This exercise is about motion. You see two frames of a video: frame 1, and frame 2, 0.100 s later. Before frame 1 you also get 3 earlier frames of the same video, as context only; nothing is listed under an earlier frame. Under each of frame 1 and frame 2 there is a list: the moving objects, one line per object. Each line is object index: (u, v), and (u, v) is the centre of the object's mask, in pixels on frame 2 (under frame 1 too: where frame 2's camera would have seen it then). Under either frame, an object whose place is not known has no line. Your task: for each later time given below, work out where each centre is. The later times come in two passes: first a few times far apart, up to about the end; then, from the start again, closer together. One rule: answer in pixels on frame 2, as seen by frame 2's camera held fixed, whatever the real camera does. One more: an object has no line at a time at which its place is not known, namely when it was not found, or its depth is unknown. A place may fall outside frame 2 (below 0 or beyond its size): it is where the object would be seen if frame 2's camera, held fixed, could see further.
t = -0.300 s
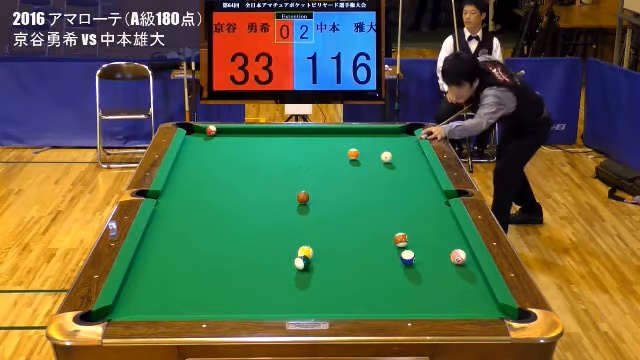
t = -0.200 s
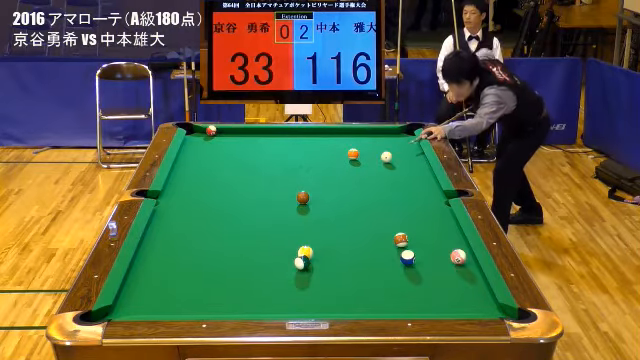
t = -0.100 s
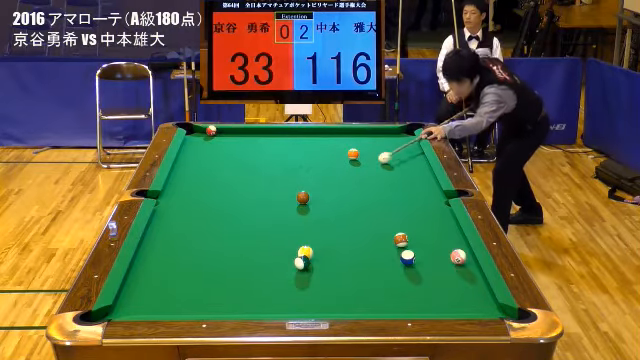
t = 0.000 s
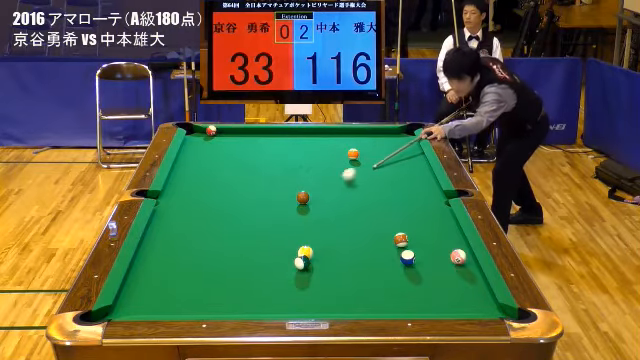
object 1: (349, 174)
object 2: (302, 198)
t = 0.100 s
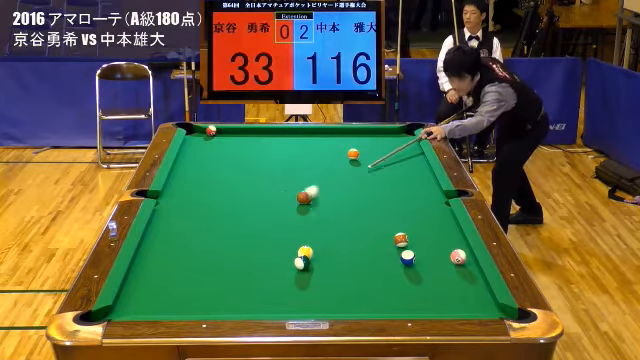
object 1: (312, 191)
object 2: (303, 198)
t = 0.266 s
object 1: (296, 194)
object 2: (248, 229)
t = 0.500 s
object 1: (269, 201)
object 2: (160, 280)
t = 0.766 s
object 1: (236, 210)
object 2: (133, 302)
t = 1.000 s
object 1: (207, 218)
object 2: (131, 279)
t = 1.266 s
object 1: (173, 228)
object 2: (144, 260)
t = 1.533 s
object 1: (153, 235)
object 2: (156, 245)
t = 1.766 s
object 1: (163, 231)
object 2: (168, 247)
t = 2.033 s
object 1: (173, 225)
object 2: (181, 249)
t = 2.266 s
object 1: (181, 220)
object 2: (191, 252)
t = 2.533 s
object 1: (189, 215)
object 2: (202, 253)
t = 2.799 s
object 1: (196, 211)
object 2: (211, 255)
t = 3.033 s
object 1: (201, 207)
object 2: (218, 256)
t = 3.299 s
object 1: (207, 204)
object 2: (226, 258)
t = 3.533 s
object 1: (211, 201)
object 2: (231, 259)
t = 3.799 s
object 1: (216, 199)
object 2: (236, 260)
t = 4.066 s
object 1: (219, 197)
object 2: (239, 260)
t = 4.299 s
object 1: (222, 195)
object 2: (241, 260)
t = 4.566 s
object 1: (224, 194)
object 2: (242, 260)
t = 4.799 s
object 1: (225, 193)
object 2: (242, 260)
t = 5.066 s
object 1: (226, 192)
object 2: (242, 260)
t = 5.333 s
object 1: (227, 191)
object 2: (242, 260)
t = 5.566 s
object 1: (227, 191)
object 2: (242, 260)
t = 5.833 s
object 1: (228, 191)
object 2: (242, 260)
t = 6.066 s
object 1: (227, 191)
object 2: (242, 260)
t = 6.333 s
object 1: (228, 191)
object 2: (242, 260)
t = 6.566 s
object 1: (228, 191)
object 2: (242, 260)
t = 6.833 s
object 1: (228, 191)
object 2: (242, 260)
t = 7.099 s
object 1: (227, 191)
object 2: (242, 260)
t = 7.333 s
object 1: (228, 191)
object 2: (242, 260)
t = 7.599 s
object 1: (228, 191)
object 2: (242, 260)
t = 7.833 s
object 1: (228, 191)
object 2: (242, 260)
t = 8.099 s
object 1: (228, 191)
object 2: (242, 260)
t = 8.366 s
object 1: (228, 191)
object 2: (242, 260)
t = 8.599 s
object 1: (228, 191)
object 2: (242, 260)
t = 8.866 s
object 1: (228, 191)
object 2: (242, 260)
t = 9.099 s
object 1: (228, 191)
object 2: (242, 260)
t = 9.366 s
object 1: (228, 191)
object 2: (242, 260)
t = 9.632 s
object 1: (228, 191)
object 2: (242, 260)
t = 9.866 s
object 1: (228, 191)
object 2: (242, 260)
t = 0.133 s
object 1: (306, 194)
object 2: (293, 202)
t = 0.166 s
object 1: (304, 194)
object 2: (282, 209)
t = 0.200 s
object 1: (301, 194)
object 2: (271, 215)
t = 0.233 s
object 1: (298, 194)
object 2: (259, 221)
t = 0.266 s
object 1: (296, 194)
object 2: (248, 229)
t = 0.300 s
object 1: (292, 195)
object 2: (235, 236)
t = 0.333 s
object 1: (289, 196)
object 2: (224, 243)
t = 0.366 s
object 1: (285, 197)
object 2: (211, 250)
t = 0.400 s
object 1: (281, 198)
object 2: (199, 257)
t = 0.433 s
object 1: (277, 199)
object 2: (184, 264)
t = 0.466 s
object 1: (273, 200)
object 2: (173, 271)
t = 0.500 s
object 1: (269, 201)
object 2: (160, 280)
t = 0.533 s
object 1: (265, 202)
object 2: (147, 286)
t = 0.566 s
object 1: (261, 203)
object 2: (135, 294)
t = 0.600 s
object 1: (257, 204)
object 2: (121, 302)
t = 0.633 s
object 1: (253, 206)
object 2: (126, 307)
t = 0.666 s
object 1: (248, 207)
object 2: (131, 311)
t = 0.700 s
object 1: (244, 208)
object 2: (133, 309)
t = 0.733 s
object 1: (240, 209)
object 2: (133, 306)
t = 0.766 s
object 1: (236, 210)
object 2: (133, 302)
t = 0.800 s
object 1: (232, 211)
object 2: (133, 298)
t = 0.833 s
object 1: (228, 212)
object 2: (134, 294)
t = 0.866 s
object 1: (224, 214)
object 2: (133, 290)
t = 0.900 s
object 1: (219, 215)
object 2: (132, 287)
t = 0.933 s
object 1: (215, 216)
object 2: (132, 284)
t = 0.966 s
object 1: (211, 217)
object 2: (132, 282)
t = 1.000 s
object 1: (207, 218)
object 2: (131, 279)
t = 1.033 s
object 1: (203, 219)
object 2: (133, 276)
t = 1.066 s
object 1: (198, 220)
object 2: (135, 274)
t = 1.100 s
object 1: (194, 222)
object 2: (137, 272)
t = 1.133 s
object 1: (190, 223)
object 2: (138, 270)
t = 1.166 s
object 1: (186, 224)
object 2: (140, 267)
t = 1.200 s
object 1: (181, 225)
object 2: (141, 264)
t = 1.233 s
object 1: (177, 226)
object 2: (143, 263)
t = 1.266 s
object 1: (173, 228)
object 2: (144, 260)
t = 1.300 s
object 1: (168, 229)
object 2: (146, 258)
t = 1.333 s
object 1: (164, 230)
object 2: (148, 256)
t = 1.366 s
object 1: (160, 231)
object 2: (149, 254)
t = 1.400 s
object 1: (155, 232)
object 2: (151, 252)
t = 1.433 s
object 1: (151, 233)
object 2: (152, 250)
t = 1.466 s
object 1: (151, 234)
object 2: (154, 248)
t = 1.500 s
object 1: (152, 235)
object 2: (154, 247)
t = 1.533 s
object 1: (153, 235)
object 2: (156, 245)
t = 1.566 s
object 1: (155, 235)
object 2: (158, 244)
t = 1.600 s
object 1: (157, 234)
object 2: (160, 245)
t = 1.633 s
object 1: (158, 233)
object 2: (161, 245)
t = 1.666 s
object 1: (160, 233)
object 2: (164, 246)
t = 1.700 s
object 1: (161, 232)
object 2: (165, 247)
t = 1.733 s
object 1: (162, 231)
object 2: (167, 247)
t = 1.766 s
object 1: (163, 231)
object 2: (168, 247)
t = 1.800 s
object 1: (165, 230)
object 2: (170, 247)
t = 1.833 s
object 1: (166, 229)
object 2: (172, 248)
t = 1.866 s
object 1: (167, 228)
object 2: (174, 248)
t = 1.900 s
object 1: (168, 228)
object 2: (175, 248)
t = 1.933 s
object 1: (169, 227)
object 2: (177, 249)
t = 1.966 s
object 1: (171, 226)
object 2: (178, 249)
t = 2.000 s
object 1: (172, 225)
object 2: (179, 249)
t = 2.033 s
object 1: (173, 225)
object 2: (181, 249)
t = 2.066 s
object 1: (174, 224)
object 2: (183, 250)
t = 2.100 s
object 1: (175, 223)
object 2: (184, 250)
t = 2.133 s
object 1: (176, 223)
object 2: (186, 251)
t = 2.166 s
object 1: (177, 222)
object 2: (188, 251)
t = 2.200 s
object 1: (179, 221)
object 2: (189, 251)
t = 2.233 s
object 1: (180, 220)
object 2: (191, 252)
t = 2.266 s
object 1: (181, 220)
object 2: (191, 252)
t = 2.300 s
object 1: (182, 219)
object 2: (193, 252)
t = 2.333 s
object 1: (183, 219)
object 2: (194, 252)
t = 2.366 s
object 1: (184, 218)
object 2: (196, 253)
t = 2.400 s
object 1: (185, 218)
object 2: (197, 253)
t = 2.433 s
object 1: (186, 217)
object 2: (198, 253)
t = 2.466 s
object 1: (187, 216)
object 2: (199, 253)
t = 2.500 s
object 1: (188, 216)
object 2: (200, 253)
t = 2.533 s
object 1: (189, 215)
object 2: (202, 253)
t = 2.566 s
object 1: (190, 214)
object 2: (203, 253)
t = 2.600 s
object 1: (191, 214)
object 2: (204, 254)
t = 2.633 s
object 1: (191, 213)
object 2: (205, 254)
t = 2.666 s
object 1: (192, 213)
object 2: (207, 254)
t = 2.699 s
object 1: (193, 212)
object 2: (208, 255)
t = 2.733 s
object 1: (194, 212)
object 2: (209, 254)
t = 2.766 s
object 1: (195, 211)
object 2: (210, 255)
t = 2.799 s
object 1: (196, 211)
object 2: (211, 255)
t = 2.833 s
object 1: (197, 210)
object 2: (212, 255)
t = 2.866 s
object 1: (197, 210)
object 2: (213, 256)
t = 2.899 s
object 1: (198, 209)
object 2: (214, 255)
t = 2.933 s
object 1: (199, 209)
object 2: (215, 256)
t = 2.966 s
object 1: (200, 208)
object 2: (216, 256)
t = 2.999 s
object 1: (200, 208)
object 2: (217, 256)
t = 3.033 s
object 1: (201, 207)
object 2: (218, 256)
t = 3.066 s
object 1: (202, 207)
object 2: (219, 257)
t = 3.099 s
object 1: (203, 207)
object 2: (220, 257)
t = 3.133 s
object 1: (203, 206)
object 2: (221, 257)
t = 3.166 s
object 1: (204, 206)
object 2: (222, 257)
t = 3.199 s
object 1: (205, 205)
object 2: (223, 257)
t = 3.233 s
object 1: (205, 205)
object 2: (224, 257)
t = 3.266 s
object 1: (206, 204)
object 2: (225, 257)
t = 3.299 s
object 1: (207, 204)
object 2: (226, 258)
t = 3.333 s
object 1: (207, 203)
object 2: (227, 258)
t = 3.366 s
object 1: (208, 203)
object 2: (227, 258)
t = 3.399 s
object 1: (209, 203)
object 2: (228, 258)
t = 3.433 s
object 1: (209, 202)
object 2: (229, 258)
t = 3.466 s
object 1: (210, 202)
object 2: (230, 258)
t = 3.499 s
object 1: (210, 202)
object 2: (230, 259)
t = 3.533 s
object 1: (211, 201)
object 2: (231, 259)
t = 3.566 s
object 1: (212, 201)
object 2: (232, 259)
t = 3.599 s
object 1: (212, 201)
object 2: (232, 259)
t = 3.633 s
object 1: (213, 200)
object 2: (233, 259)
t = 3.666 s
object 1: (214, 200)
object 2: (234, 260)
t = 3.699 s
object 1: (214, 200)
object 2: (234, 259)
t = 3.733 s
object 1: (215, 199)
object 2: (235, 260)
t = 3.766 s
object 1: (215, 199)
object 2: (235, 260)
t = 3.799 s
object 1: (216, 199)
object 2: (236, 260)
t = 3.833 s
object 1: (216, 198)
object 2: (236, 260)
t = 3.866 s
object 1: (216, 198)
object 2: (237, 260)
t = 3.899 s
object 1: (217, 198)
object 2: (237, 260)
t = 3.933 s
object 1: (218, 197)
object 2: (238, 260)
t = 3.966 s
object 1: (218, 197)
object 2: (238, 260)
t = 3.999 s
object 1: (218, 197)
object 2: (238, 260)
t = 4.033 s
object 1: (219, 197)
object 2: (239, 260)
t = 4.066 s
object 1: (219, 197)
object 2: (239, 260)
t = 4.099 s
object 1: (220, 196)
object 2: (240, 260)
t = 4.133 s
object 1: (220, 196)
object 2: (240, 260)
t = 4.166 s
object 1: (220, 196)
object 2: (240, 260)
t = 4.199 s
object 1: (220, 196)
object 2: (240, 260)
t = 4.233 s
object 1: (221, 195)
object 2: (240, 260)
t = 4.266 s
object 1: (221, 195)
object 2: (241, 260)
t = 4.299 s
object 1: (222, 195)
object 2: (241, 260)
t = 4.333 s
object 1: (222, 195)
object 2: (241, 260)
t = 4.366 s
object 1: (222, 195)
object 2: (241, 260)
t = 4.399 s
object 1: (222, 194)
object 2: (242, 260)
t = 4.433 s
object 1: (223, 194)
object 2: (242, 260)
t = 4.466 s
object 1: (223, 194)
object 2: (242, 260)
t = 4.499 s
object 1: (223, 194)
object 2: (242, 260)
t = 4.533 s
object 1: (224, 194)
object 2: (242, 260)
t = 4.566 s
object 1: (224, 194)
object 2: (242, 260)
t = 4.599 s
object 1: (224, 194)
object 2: (242, 260)
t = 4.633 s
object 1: (224, 193)
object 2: (242, 260)
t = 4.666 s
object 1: (225, 193)
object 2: (242, 260)
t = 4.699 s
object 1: (225, 193)
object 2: (242, 260)
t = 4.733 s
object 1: (225, 193)
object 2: (242, 260)
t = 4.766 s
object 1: (225, 193)
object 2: (242, 260)
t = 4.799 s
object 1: (225, 193)
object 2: (242, 260)
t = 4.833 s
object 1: (225, 193)
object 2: (242, 260)
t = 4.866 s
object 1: (226, 192)
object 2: (242, 260)
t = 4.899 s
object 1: (226, 192)
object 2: (242, 260)
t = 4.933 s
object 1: (226, 192)
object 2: (242, 260)
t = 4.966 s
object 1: (226, 192)
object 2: (242, 260)
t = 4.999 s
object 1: (226, 192)
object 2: (242, 260)
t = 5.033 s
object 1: (226, 192)
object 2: (242, 260)
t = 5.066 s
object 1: (226, 192)
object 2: (242, 260)
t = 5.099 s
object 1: (227, 191)
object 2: (242, 260)
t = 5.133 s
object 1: (227, 191)
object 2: (242, 260)
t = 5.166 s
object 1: (227, 192)
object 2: (242, 260)
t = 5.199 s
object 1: (227, 192)
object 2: (242, 260)
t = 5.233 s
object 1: (227, 192)
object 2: (242, 260)
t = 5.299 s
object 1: (227, 191)
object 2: (242, 260)
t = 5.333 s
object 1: (227, 191)
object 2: (242, 260)
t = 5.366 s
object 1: (228, 191)
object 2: (242, 260)
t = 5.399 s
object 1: (228, 191)
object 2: (242, 260)
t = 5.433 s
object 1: (228, 191)
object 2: (242, 260)
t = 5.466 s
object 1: (228, 191)
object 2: (242, 260)
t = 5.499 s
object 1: (228, 191)
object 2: (242, 260)
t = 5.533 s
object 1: (227, 191)
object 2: (242, 260)
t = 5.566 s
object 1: (227, 191)
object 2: (242, 260)
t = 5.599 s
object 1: (227, 191)
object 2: (242, 260)
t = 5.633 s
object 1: (228, 191)
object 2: (242, 260)
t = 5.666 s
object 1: (228, 191)
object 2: (242, 260)
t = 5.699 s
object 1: (228, 191)
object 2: (242, 260)
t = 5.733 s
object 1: (228, 191)
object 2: (242, 260)
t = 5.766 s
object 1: (228, 191)
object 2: (242, 260)
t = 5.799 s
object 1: (228, 191)
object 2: (242, 260)
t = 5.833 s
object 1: (228, 191)
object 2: (242, 260)
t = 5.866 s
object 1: (228, 191)
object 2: (242, 260)
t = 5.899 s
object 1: (228, 191)
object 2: (242, 260)
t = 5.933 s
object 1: (228, 191)
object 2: (242, 260)
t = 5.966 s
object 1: (228, 191)
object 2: (242, 260)
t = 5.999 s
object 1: (228, 191)
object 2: (242, 260)
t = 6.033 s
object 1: (228, 191)
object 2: (242, 260)
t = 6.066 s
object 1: (227, 191)
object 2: (242, 260)
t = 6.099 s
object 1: (228, 191)
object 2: (242, 260)
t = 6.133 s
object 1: (228, 191)
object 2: (242, 260)
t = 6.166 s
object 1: (228, 191)
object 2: (242, 260)
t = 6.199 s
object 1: (228, 191)
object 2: (242, 260)
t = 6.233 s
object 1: (228, 191)
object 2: (242, 260)
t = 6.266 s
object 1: (228, 191)
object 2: (242, 260)
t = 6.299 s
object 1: (228, 191)
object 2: (242, 260)
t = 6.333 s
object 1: (228, 191)
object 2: (242, 260)
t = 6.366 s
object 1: (228, 191)
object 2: (242, 260)
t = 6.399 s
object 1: (228, 191)
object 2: (242, 260)
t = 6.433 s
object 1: (228, 191)
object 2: (242, 260)
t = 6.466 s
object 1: (228, 191)
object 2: (242, 260)
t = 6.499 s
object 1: (228, 191)
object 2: (242, 260)
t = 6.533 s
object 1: (228, 191)
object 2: (242, 260)
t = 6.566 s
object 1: (228, 191)
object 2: (242, 260)
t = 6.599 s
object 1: (228, 191)
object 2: (242, 260)
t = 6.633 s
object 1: (228, 191)
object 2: (242, 260)
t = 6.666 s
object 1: (228, 191)
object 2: (242, 260)
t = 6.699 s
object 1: (228, 191)
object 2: (242, 260)
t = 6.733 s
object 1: (228, 191)
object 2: (242, 260)
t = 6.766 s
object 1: (228, 191)
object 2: (242, 260)
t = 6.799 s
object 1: (227, 191)
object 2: (242, 260)
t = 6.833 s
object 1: (228, 191)
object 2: (242, 260)
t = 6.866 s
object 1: (227, 191)
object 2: (242, 260)
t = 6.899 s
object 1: (227, 191)
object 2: (242, 260)
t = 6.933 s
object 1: (227, 191)
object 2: (242, 260)
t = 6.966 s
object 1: (227, 191)
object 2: (242, 260)
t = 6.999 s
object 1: (227, 191)
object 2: (242, 260)
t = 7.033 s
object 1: (227, 191)
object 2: (242, 260)
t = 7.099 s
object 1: (227, 191)
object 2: (242, 260)
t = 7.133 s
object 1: (227, 191)
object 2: (242, 260)
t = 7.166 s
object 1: (228, 191)
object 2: (242, 260)
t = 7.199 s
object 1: (228, 191)
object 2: (242, 260)
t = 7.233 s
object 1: (228, 191)
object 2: (242, 260)
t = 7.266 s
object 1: (228, 191)
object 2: (242, 260)
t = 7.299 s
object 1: (228, 191)
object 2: (242, 260)
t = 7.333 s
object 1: (228, 191)
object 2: (242, 260)
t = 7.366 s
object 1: (228, 191)
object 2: (242, 260)
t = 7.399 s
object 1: (228, 191)
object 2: (242, 260)
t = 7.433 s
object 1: (228, 191)
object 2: (242, 260)
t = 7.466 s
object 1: (228, 191)
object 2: (242, 260)
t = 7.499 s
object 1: (228, 191)
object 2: (242, 260)
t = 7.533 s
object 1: (228, 191)
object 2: (242, 260)
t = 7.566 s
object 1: (228, 191)
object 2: (242, 260)
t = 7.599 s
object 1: (228, 191)
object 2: (242, 260)
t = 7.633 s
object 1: (228, 191)
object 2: (242, 260)
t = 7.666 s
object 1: (228, 192)
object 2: (242, 260)
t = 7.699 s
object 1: (228, 191)
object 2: (242, 260)
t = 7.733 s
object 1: (228, 191)
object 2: (242, 260)
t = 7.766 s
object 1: (228, 191)
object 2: (242, 260)
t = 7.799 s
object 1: (228, 191)
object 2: (242, 260)
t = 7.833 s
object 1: (228, 191)
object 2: (242, 260)
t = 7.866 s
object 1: (228, 191)
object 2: (242, 260)
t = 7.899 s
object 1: (228, 191)
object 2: (242, 260)
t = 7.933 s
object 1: (228, 191)
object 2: (242, 260)
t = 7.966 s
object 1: (228, 191)
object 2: (242, 260)
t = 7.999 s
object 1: (228, 191)
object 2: (242, 260)
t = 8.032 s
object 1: (228, 191)
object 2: (242, 260)
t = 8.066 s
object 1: (228, 191)
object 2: (242, 260)
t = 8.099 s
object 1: (228, 191)
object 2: (242, 260)
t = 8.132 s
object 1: (228, 191)
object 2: (242, 260)
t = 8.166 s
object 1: (228, 191)
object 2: (242, 260)
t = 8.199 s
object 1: (228, 191)
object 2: (242, 260)
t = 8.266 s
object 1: (228, 191)
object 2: (242, 260)
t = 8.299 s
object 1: (228, 191)
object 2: (242, 260)
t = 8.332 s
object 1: (228, 191)
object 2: (242, 260)
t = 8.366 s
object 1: (228, 191)
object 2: (242, 260)
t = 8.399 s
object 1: (228, 191)
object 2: (242, 260)
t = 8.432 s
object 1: (228, 191)
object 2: (242, 260)
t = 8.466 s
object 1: (228, 191)
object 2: (242, 260)
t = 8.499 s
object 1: (228, 191)
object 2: (242, 260)
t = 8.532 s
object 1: (228, 191)
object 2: (242, 260)
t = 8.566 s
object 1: (228, 191)
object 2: (242, 260)
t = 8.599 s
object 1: (228, 191)
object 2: (242, 260)
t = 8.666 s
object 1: (228, 191)
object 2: (242, 260)
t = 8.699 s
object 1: (228, 191)
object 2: (242, 260)
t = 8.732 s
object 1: (228, 191)
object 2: (242, 260)
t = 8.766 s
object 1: (228, 191)
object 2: (242, 260)
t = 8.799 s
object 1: (228, 191)
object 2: (242, 260)
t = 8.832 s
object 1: (228, 191)
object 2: (242, 260)
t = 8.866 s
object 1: (228, 191)
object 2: (242, 260)
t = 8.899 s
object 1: (228, 191)
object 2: (242, 260)
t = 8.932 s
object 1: (228, 191)
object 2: (242, 260)
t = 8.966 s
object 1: (228, 191)
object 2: (242, 260)
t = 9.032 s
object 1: (228, 191)
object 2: (242, 260)
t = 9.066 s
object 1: (228, 191)
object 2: (242, 260)
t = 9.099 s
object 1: (228, 191)
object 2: (242, 260)
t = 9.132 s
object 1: (228, 191)
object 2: (242, 260)
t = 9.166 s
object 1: (228, 191)
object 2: (242, 260)
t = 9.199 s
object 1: (228, 191)
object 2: (242, 260)
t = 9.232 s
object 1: (228, 191)
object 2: (242, 260)
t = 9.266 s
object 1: (228, 191)
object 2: (242, 260)
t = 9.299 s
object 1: (228, 191)
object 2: (242, 260)
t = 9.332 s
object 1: (228, 191)
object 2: (242, 260)
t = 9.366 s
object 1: (228, 191)
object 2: (242, 260)
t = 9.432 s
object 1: (228, 191)
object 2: (242, 260)
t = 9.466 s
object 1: (228, 191)
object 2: (242, 260)
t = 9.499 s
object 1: (228, 191)
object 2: (242, 260)
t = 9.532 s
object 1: (228, 191)
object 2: (242, 260)
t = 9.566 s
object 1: (228, 191)
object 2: (242, 260)
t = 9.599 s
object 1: (228, 191)
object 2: (242, 260)
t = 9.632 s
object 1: (228, 191)
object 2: (242, 260)
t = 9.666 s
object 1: (228, 191)
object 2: (242, 260)
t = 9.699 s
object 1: (228, 191)
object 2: (242, 260)
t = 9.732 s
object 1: (228, 191)
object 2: (242, 260)
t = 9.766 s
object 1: (228, 191)
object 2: (242, 260)
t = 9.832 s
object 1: (228, 191)
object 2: (242, 260)
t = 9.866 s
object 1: (228, 191)
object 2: (242, 260)
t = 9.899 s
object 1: (228, 191)
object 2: (242, 260)
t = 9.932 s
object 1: (228, 191)
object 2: (242, 260)
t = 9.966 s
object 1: (228, 191)
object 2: (242, 260)
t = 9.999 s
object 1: (228, 191)
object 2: (242, 260)
